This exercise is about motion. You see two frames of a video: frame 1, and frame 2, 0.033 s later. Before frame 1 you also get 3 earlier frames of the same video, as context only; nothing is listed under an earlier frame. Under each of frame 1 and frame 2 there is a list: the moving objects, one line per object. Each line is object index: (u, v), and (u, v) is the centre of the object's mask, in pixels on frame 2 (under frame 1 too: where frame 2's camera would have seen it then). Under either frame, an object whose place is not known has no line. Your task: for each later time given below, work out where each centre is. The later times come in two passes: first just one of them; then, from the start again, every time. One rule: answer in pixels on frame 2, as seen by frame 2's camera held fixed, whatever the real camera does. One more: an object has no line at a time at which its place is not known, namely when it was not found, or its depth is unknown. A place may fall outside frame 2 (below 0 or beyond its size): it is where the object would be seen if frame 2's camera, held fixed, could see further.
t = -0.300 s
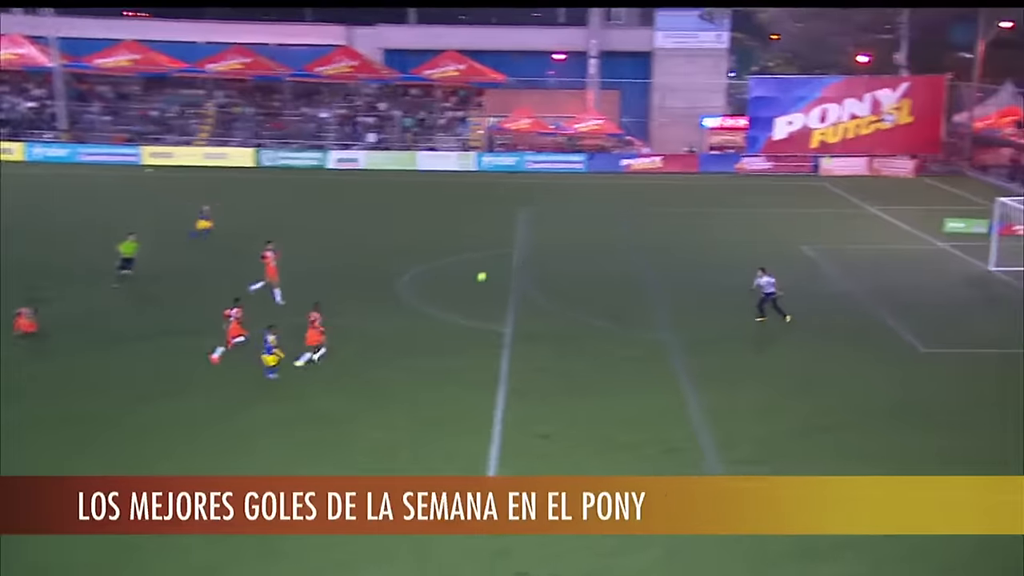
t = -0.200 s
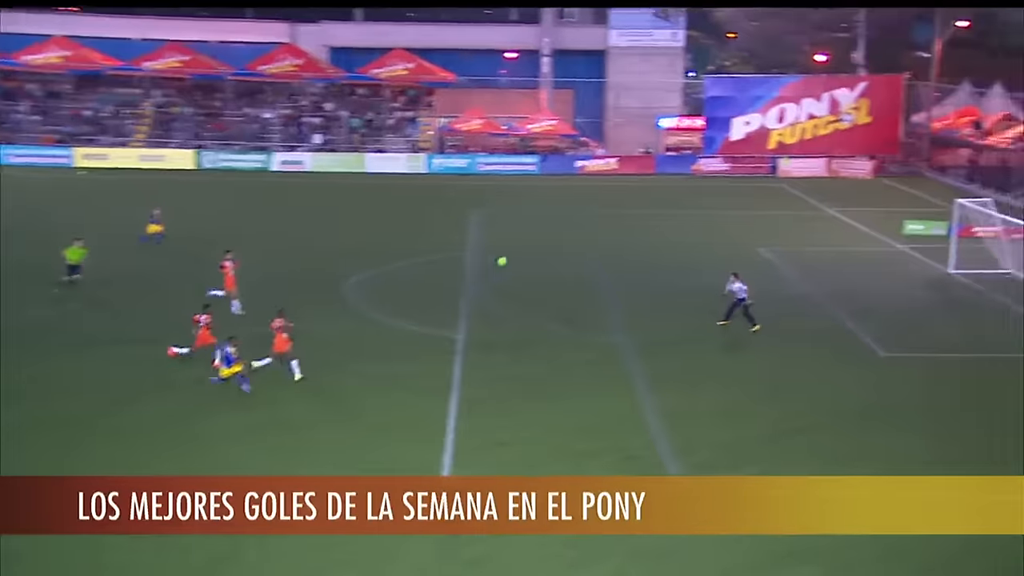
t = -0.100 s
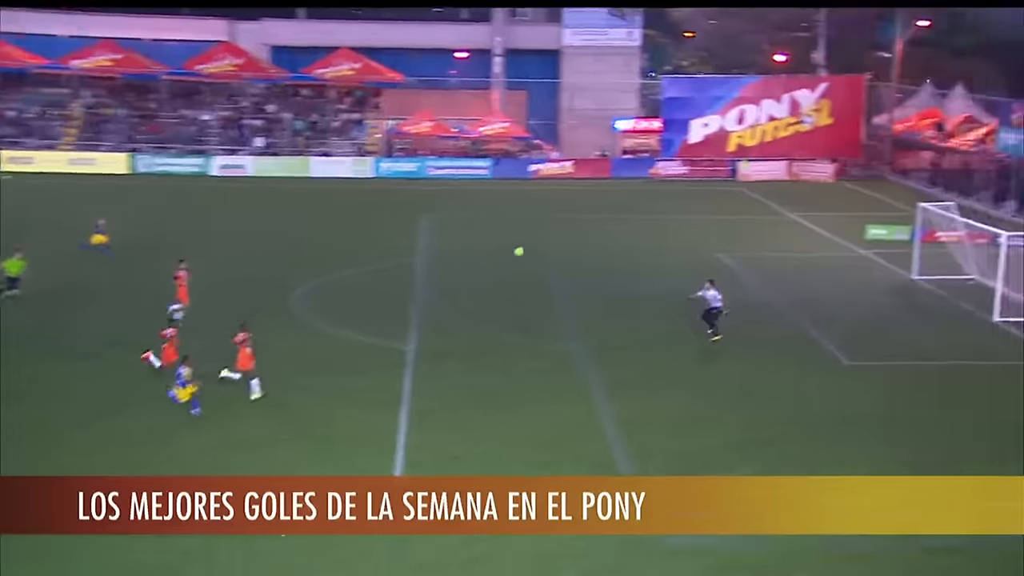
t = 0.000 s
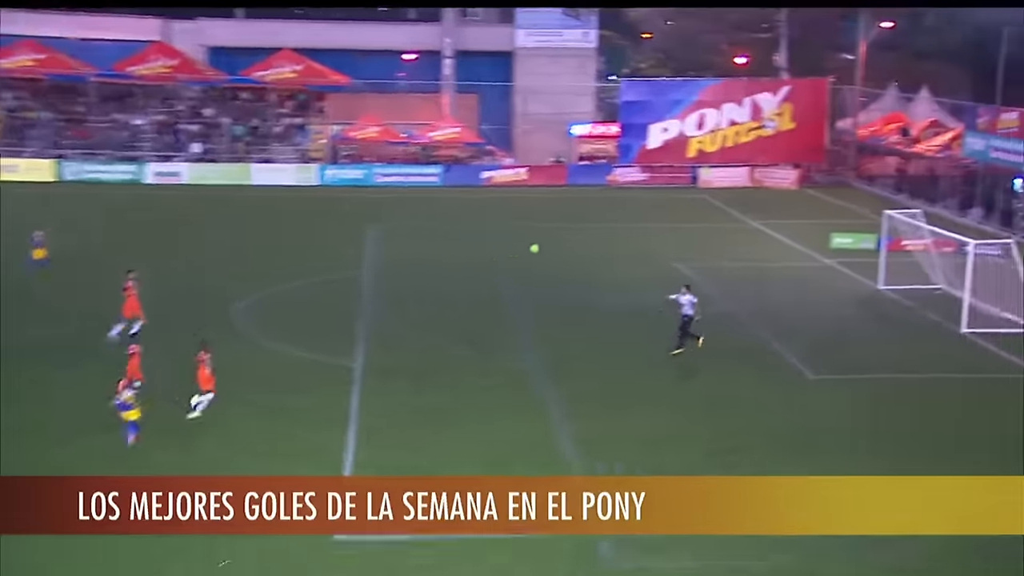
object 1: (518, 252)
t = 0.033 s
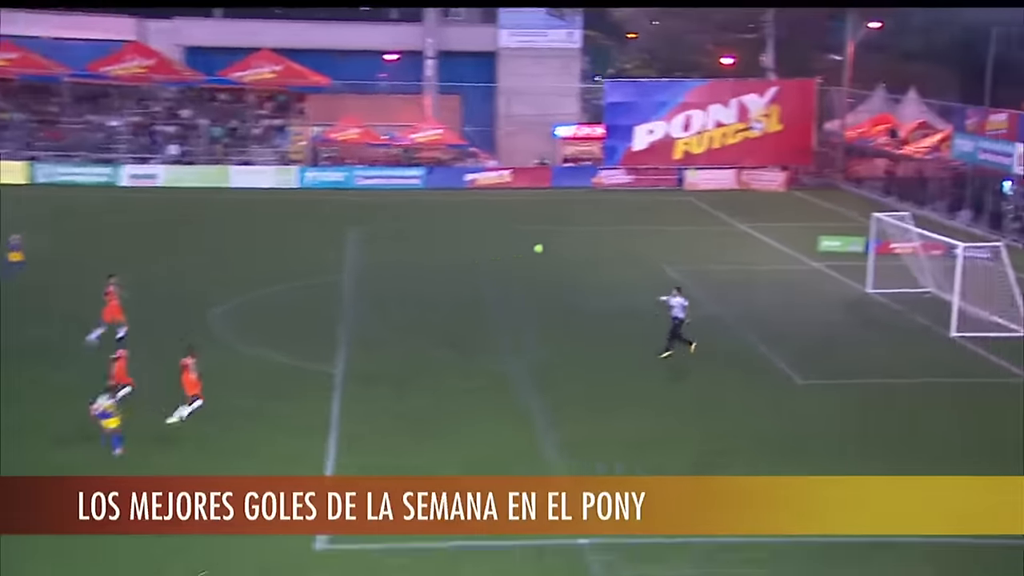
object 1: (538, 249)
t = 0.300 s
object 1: (681, 237)
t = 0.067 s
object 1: (558, 246)
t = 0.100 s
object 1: (577, 243)
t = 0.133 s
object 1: (595, 241)
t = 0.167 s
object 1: (614, 240)
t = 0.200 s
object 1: (631, 238)
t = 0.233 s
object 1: (648, 237)
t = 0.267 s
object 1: (664, 237)
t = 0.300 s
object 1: (681, 237)
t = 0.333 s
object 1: (696, 237)
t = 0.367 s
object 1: (712, 238)
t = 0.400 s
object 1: (726, 239)
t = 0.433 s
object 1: (740, 240)
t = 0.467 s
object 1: (754, 242)
